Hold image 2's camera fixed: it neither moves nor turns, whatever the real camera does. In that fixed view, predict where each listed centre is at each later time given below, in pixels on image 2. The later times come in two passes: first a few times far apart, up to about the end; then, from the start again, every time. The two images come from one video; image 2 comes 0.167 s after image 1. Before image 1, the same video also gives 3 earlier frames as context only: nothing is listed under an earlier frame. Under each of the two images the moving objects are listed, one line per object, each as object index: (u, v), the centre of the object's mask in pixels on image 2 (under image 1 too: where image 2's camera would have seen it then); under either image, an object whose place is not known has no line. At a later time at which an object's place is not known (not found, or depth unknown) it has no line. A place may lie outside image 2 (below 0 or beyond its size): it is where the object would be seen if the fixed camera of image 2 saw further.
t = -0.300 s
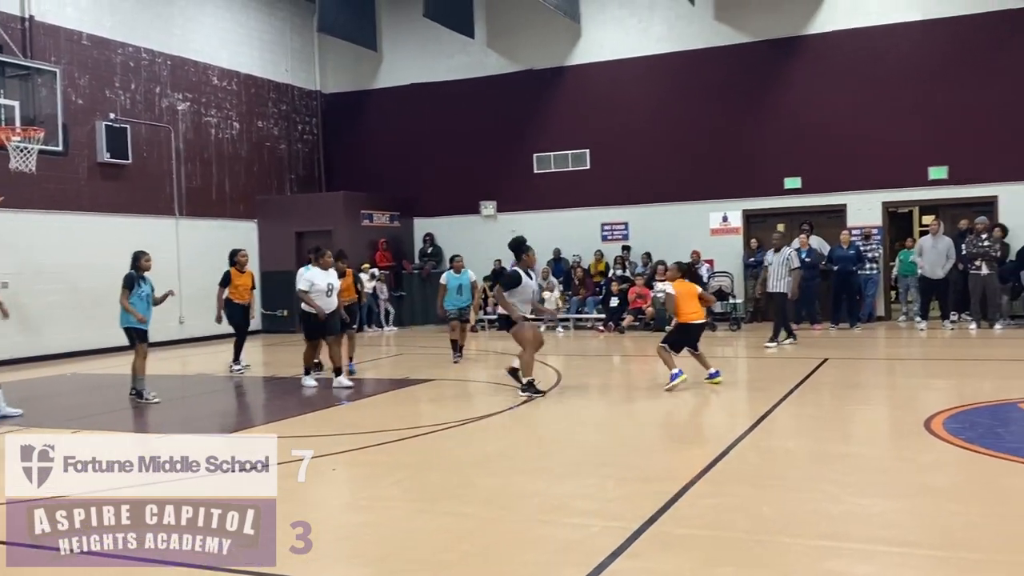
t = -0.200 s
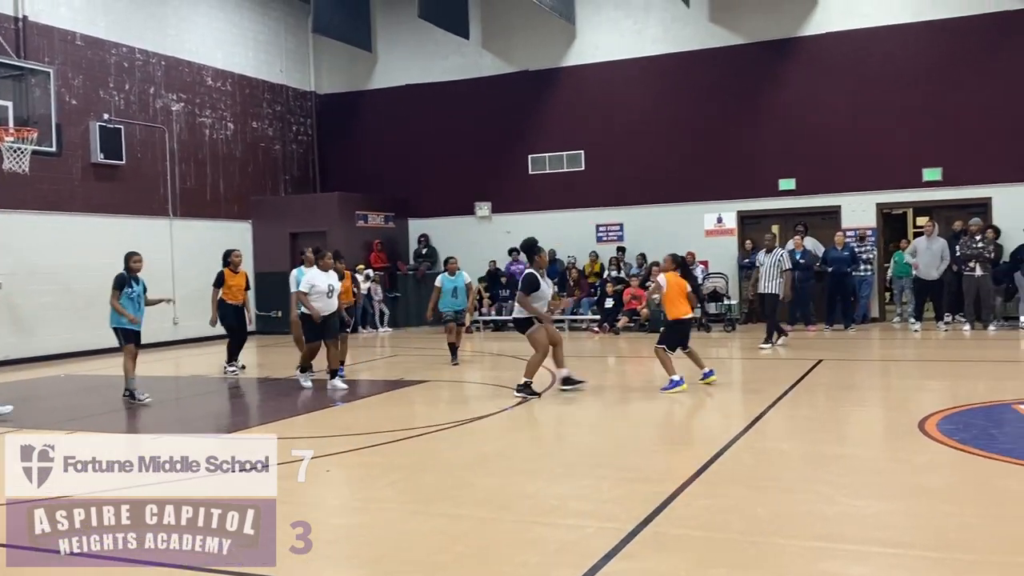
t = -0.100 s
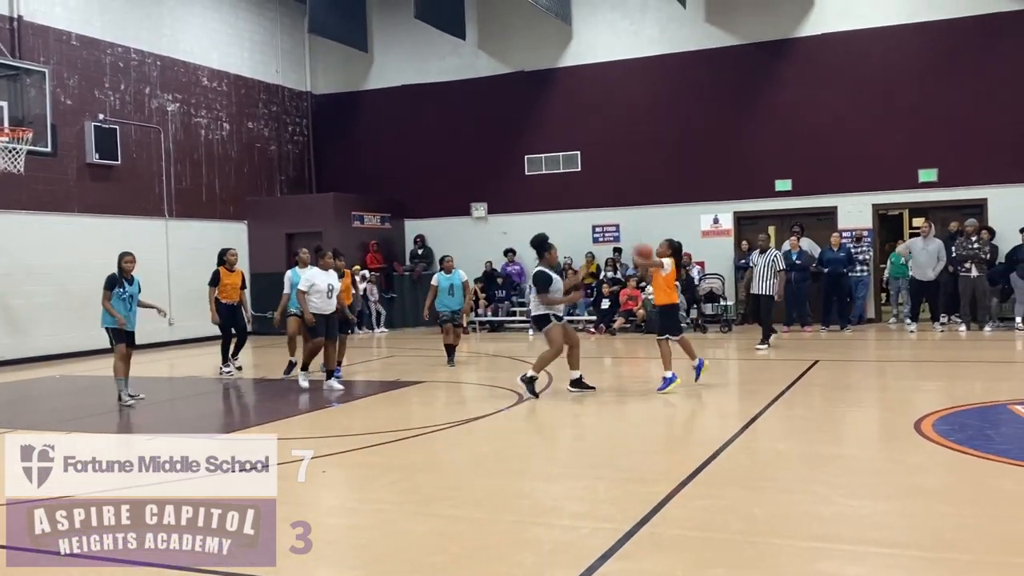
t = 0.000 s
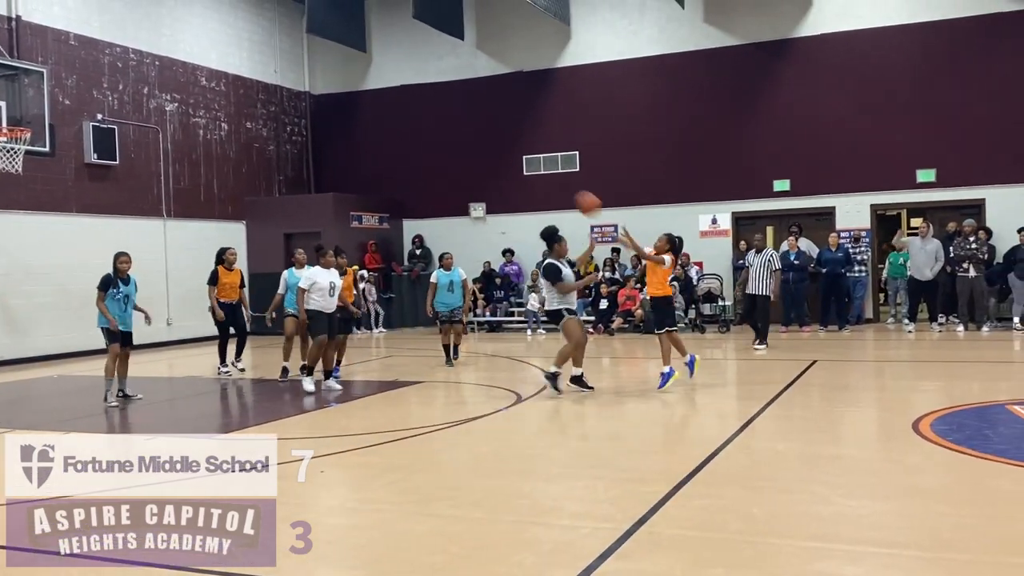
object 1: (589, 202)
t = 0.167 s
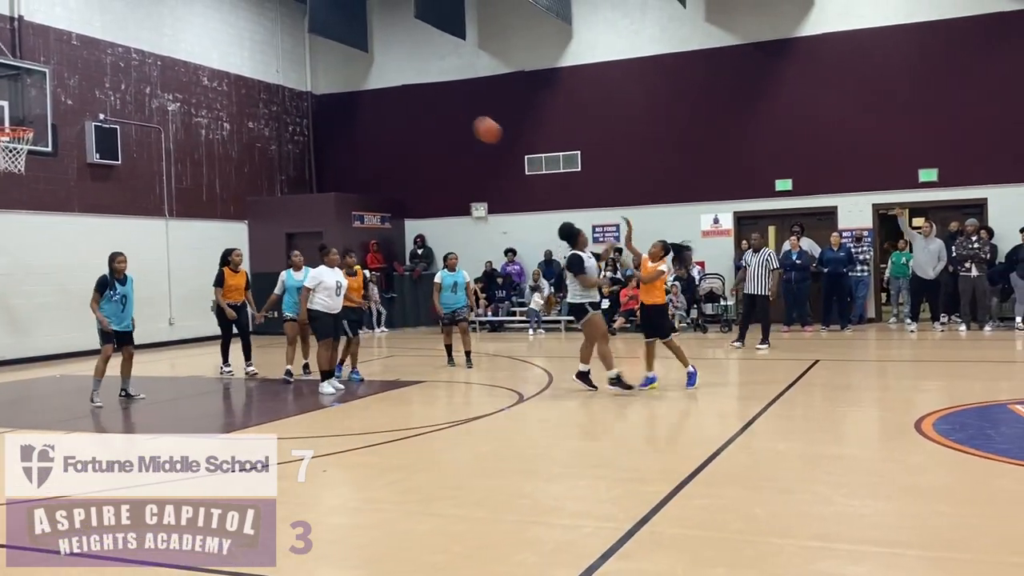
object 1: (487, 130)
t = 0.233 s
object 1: (445, 107)
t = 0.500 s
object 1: (276, 59)
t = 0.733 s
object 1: (128, 74)
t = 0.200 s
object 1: (466, 118)
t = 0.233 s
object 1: (445, 107)
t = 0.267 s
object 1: (424, 98)
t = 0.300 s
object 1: (404, 90)
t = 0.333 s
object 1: (383, 82)
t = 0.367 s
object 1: (360, 74)
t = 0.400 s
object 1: (340, 69)
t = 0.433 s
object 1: (319, 64)
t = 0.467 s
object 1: (298, 61)
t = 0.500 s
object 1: (276, 59)
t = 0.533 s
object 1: (255, 57)
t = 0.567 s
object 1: (234, 57)
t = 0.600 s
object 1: (213, 59)
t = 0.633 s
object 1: (192, 61)
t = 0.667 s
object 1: (170, 65)
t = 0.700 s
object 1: (150, 69)
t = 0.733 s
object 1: (128, 74)
